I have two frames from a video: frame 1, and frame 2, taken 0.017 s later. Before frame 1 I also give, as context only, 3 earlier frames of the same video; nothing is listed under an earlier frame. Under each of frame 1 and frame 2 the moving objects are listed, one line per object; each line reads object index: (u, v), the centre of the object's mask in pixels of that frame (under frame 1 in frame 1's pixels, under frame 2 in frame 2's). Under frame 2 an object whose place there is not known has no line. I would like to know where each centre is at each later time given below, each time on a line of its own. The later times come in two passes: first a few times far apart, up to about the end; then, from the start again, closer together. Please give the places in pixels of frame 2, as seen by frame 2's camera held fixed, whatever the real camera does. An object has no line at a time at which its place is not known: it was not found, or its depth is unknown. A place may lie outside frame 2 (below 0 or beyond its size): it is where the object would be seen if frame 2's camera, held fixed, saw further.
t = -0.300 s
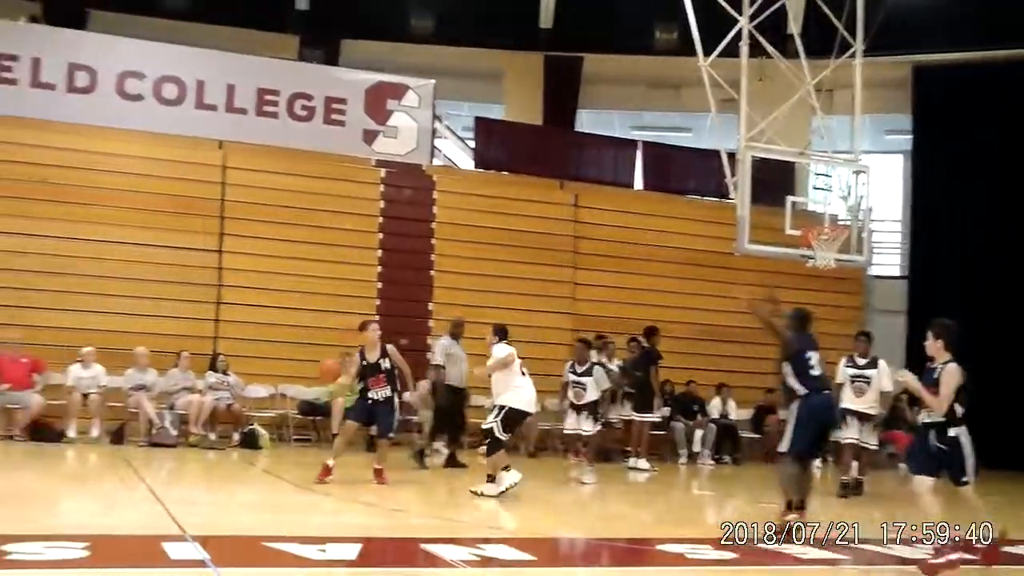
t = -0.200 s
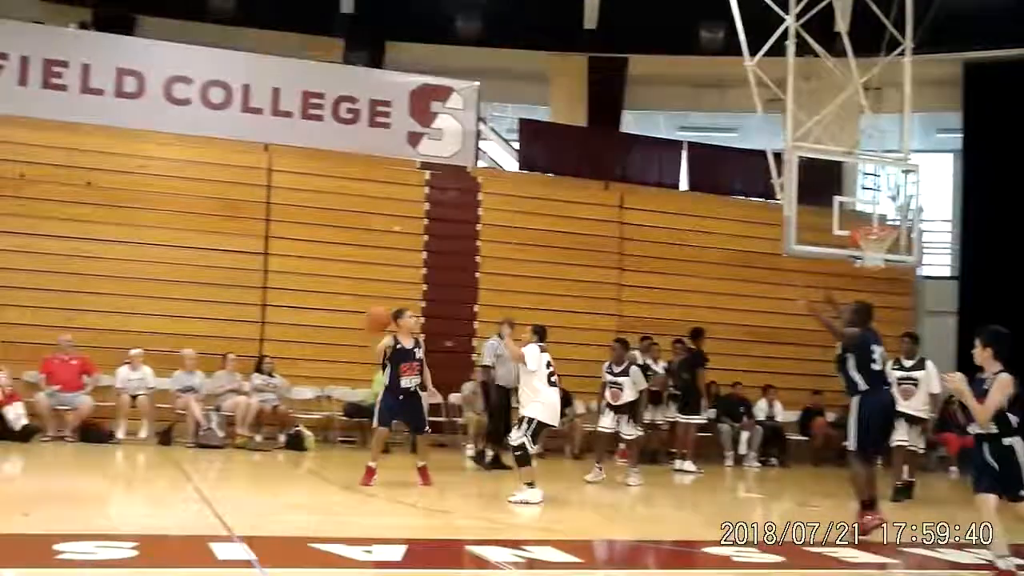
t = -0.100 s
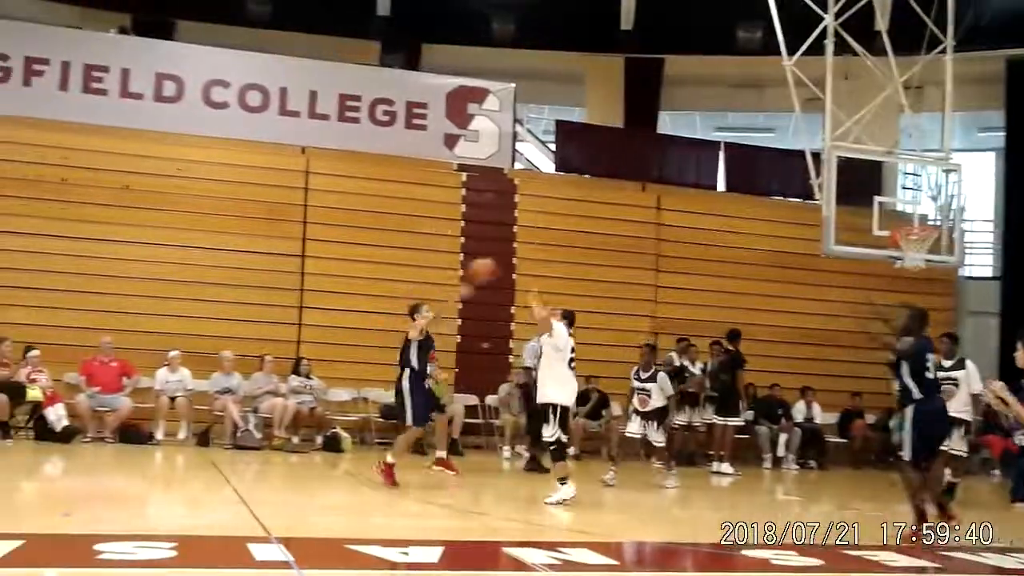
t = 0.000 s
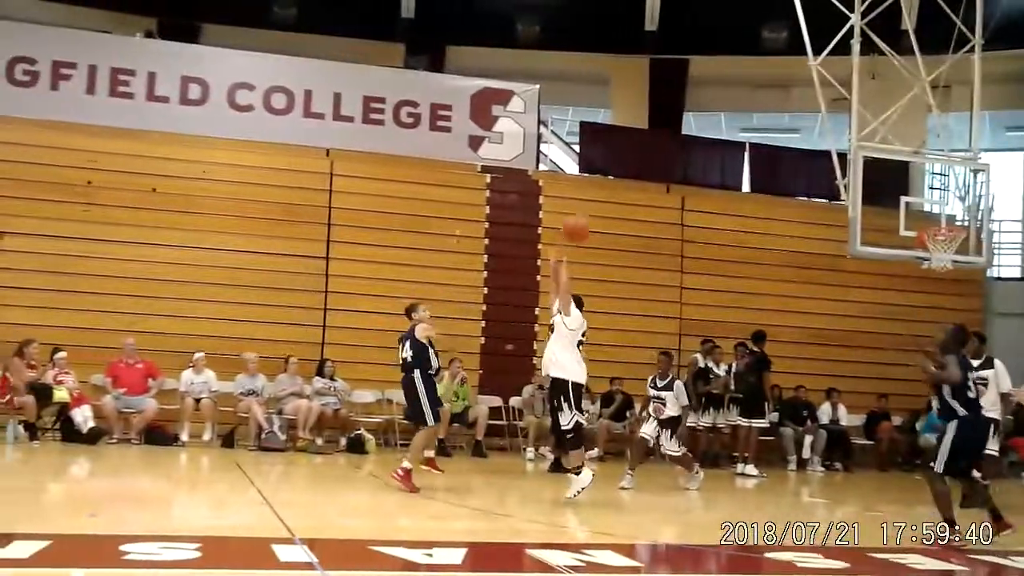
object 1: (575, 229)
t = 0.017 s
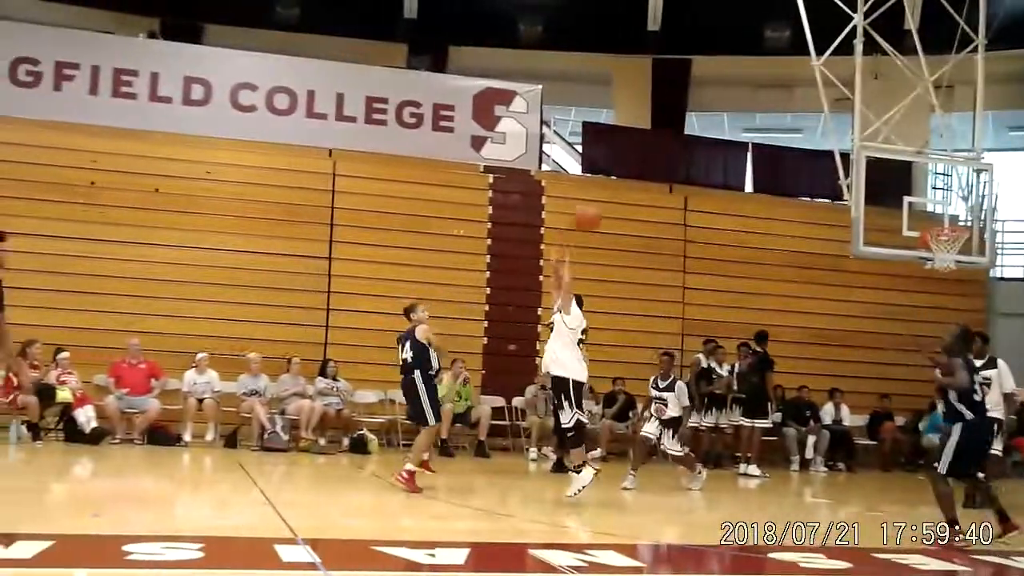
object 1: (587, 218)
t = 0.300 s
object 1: (709, 83)
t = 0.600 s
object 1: (856, 26)
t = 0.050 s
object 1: (600, 197)
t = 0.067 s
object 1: (608, 188)
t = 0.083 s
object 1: (616, 176)
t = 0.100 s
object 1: (623, 168)
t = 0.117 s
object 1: (629, 162)
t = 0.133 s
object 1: (636, 153)
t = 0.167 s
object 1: (650, 137)
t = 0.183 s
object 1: (659, 129)
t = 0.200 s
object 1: (665, 121)
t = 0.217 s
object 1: (672, 114)
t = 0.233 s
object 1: (679, 107)
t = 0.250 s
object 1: (687, 100)
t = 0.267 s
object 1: (695, 93)
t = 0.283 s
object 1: (701, 88)
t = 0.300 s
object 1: (709, 83)
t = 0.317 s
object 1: (717, 77)
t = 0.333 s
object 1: (724, 70)
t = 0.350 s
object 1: (732, 65)
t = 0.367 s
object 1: (739, 62)
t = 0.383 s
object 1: (747, 57)
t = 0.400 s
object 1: (755, 52)
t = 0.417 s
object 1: (764, 46)
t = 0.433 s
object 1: (772, 44)
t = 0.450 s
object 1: (779, 41)
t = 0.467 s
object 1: (787, 38)
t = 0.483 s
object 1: (795, 36)
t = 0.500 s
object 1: (804, 33)
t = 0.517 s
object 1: (812, 31)
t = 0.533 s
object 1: (822, 30)
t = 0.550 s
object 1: (829, 28)
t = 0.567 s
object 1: (838, 27)
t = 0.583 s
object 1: (846, 26)
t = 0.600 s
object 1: (856, 26)
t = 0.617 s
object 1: (865, 26)
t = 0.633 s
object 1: (873, 26)
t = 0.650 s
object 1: (882, 27)
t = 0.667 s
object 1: (889, 28)
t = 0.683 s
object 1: (900, 30)
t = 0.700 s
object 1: (909, 31)
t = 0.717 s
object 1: (919, 33)
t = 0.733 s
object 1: (927, 36)
